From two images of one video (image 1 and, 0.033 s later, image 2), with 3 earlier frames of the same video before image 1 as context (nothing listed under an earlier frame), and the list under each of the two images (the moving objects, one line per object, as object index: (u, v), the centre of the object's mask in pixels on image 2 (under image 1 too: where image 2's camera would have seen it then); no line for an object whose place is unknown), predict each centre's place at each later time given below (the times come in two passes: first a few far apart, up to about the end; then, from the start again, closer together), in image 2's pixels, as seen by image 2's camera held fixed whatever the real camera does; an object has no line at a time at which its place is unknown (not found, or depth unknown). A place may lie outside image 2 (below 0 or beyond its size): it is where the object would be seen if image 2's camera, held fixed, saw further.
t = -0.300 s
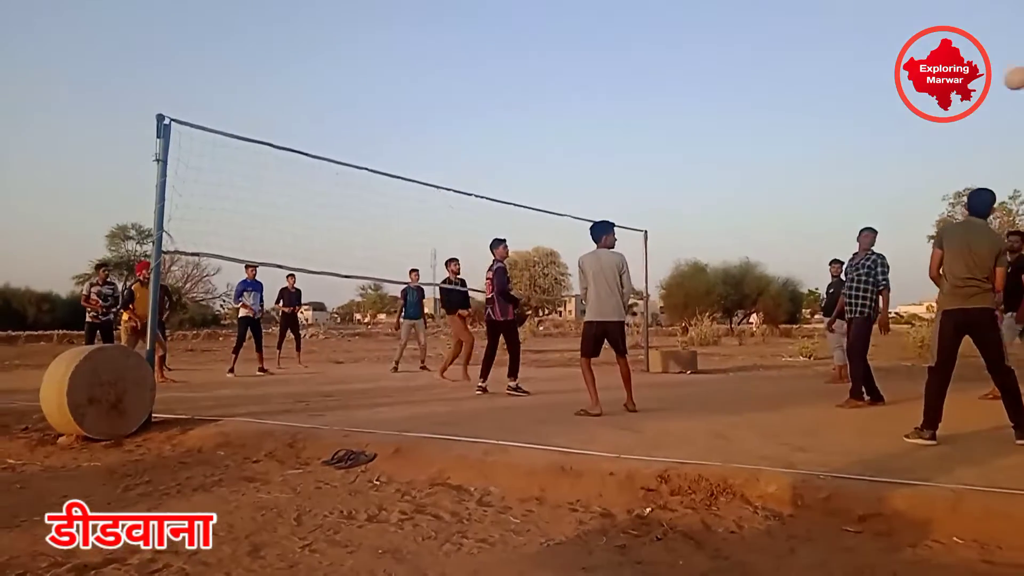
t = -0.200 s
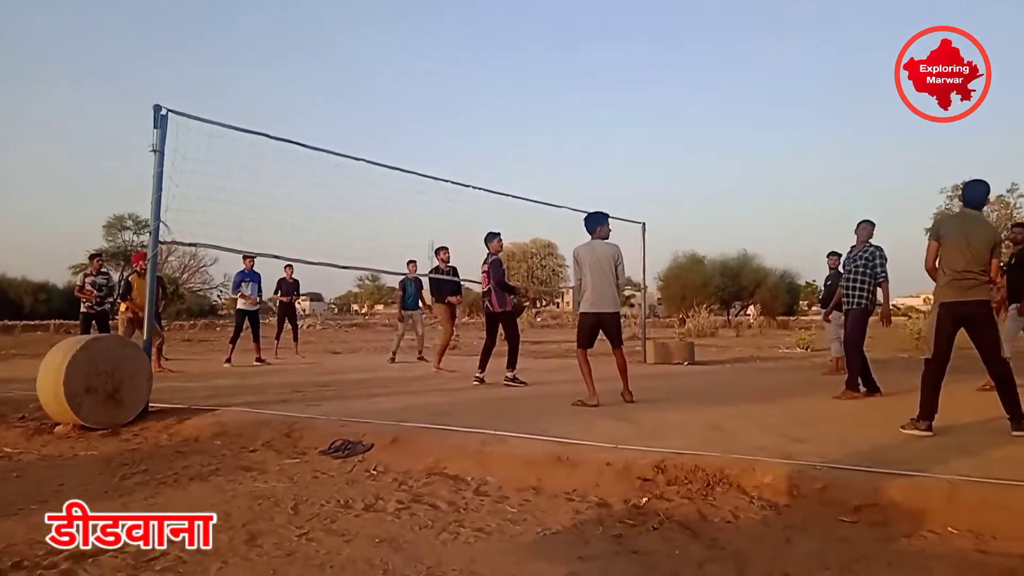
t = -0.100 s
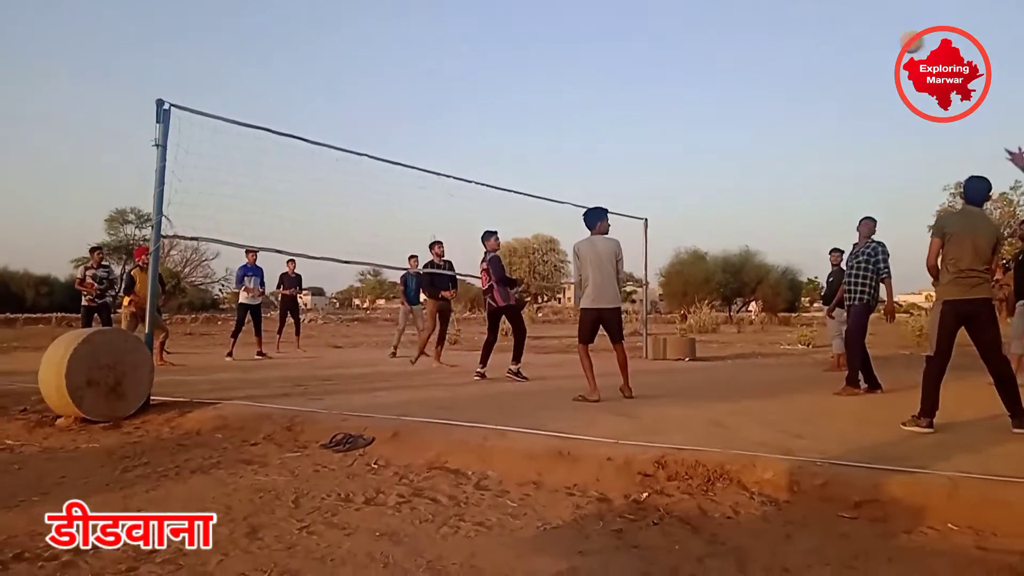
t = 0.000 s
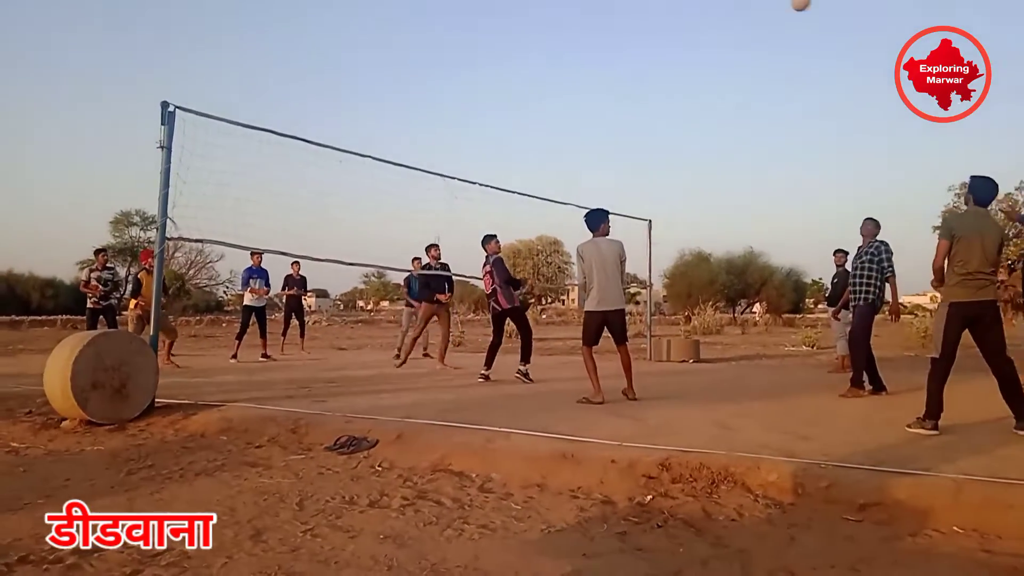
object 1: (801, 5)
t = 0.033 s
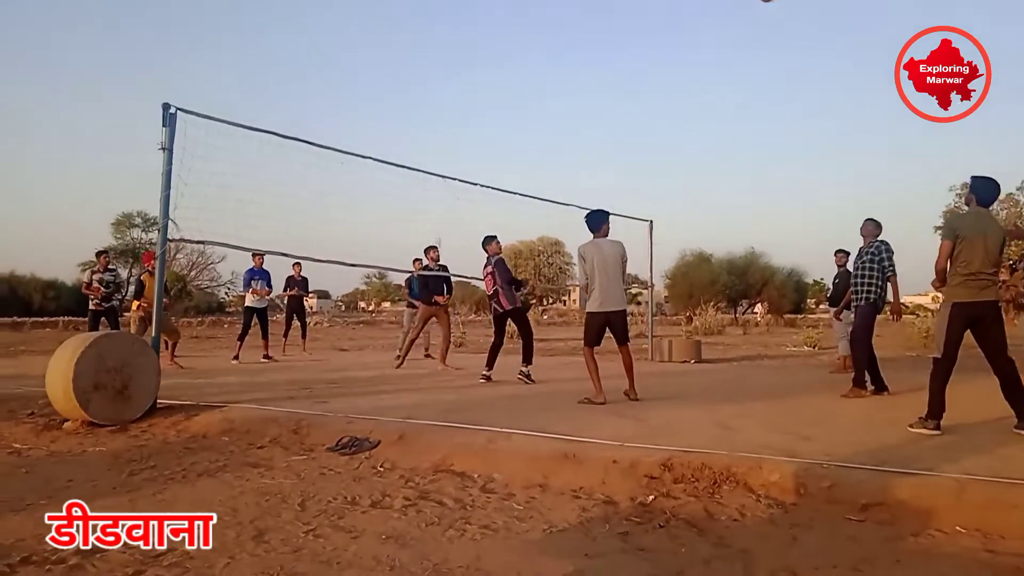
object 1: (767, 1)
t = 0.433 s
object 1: (487, -7)
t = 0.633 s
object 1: (397, 34)
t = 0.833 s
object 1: (327, 97)
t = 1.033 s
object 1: (269, 171)
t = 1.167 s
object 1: (237, 228)
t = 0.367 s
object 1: (522, -16)
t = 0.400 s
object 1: (504, -13)
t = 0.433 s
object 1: (487, -7)
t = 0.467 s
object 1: (471, -2)
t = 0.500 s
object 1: (454, 3)
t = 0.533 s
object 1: (439, 11)
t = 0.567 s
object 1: (424, 18)
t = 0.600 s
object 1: (410, 25)
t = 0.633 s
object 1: (397, 34)
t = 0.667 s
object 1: (384, 45)
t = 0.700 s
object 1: (372, 54)
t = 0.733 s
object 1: (360, 64)
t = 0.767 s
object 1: (349, 75)
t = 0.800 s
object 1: (338, 86)
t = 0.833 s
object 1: (327, 97)
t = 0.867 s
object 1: (316, 108)
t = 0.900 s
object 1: (306, 119)
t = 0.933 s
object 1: (296, 132)
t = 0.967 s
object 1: (287, 146)
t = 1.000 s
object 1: (278, 158)
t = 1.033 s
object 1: (269, 171)
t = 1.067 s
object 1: (260, 185)
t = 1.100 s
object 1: (252, 198)
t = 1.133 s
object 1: (244, 213)
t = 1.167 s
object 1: (237, 228)
